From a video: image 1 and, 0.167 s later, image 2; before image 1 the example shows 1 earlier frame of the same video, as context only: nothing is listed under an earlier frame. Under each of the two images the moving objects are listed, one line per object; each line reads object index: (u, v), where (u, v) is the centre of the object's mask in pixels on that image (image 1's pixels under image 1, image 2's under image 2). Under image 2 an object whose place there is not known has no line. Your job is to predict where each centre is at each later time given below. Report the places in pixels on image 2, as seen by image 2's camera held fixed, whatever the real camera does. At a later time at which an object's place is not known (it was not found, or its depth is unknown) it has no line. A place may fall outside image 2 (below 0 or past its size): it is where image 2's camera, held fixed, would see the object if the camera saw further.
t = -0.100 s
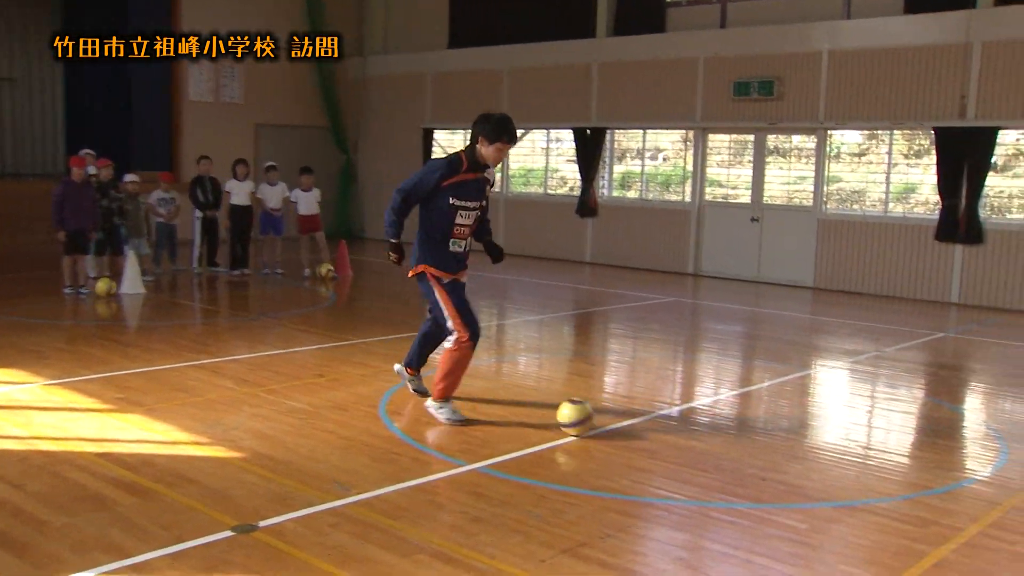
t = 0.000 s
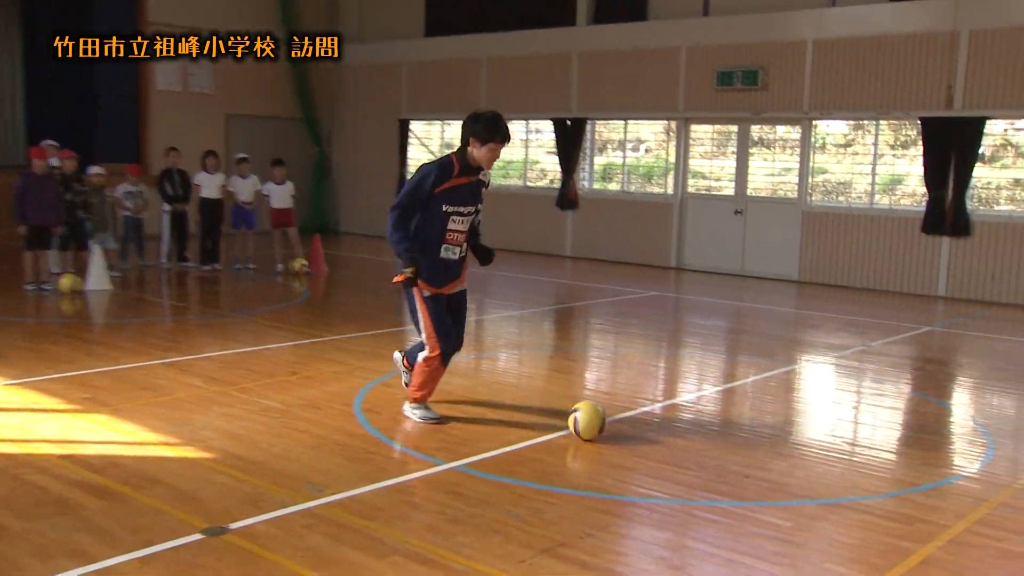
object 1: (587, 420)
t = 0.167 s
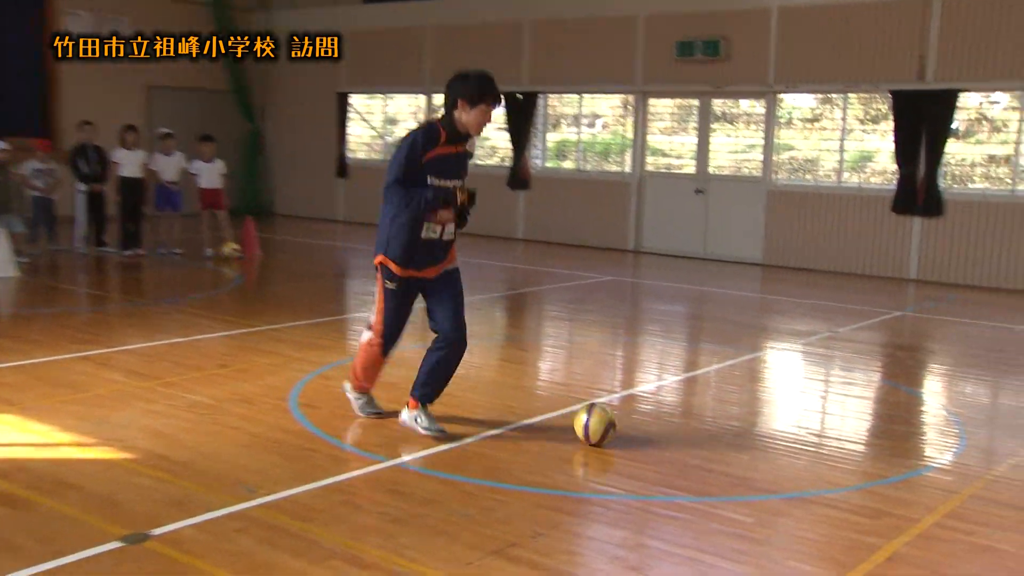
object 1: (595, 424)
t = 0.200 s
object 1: (605, 425)
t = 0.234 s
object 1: (617, 428)
